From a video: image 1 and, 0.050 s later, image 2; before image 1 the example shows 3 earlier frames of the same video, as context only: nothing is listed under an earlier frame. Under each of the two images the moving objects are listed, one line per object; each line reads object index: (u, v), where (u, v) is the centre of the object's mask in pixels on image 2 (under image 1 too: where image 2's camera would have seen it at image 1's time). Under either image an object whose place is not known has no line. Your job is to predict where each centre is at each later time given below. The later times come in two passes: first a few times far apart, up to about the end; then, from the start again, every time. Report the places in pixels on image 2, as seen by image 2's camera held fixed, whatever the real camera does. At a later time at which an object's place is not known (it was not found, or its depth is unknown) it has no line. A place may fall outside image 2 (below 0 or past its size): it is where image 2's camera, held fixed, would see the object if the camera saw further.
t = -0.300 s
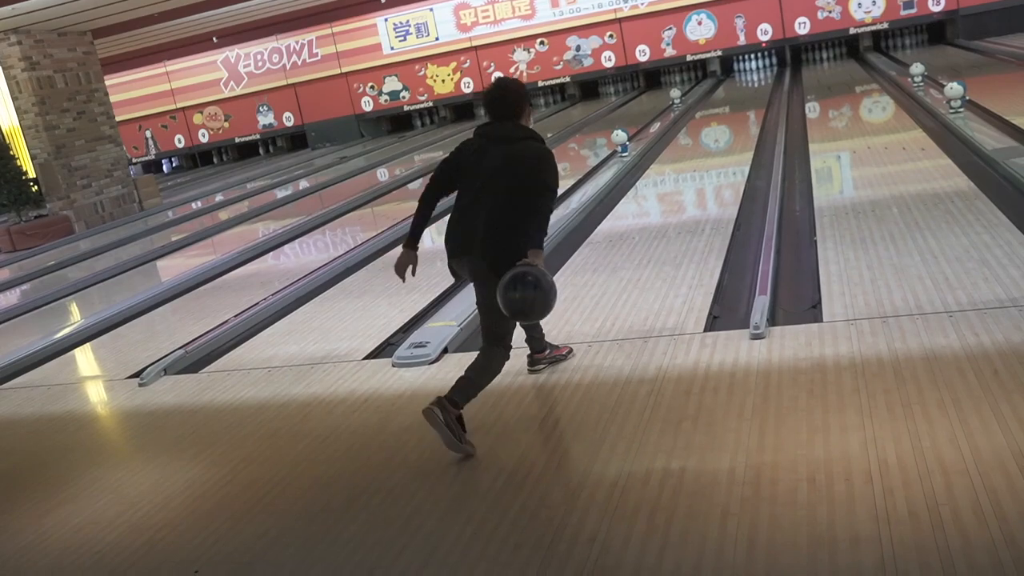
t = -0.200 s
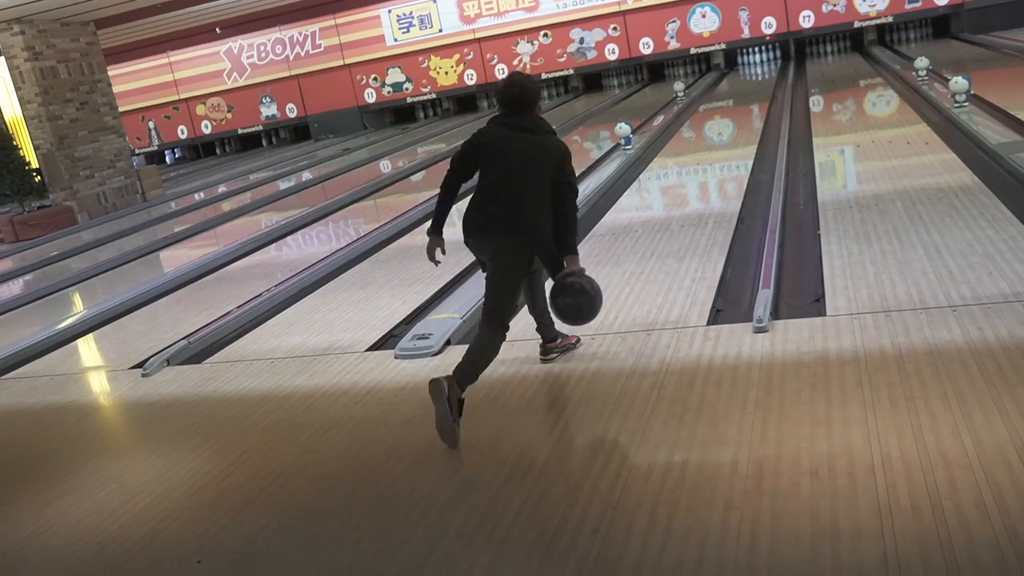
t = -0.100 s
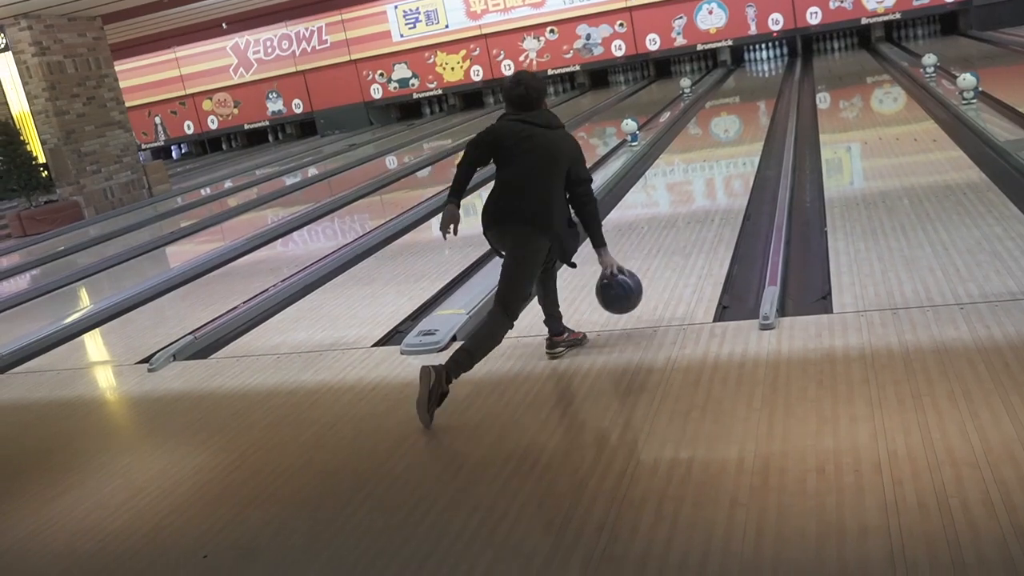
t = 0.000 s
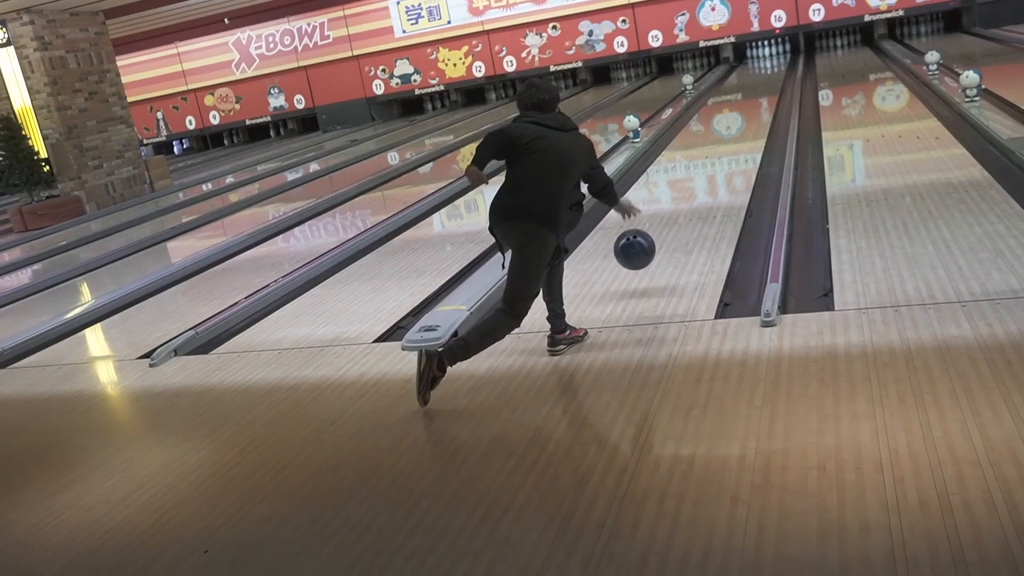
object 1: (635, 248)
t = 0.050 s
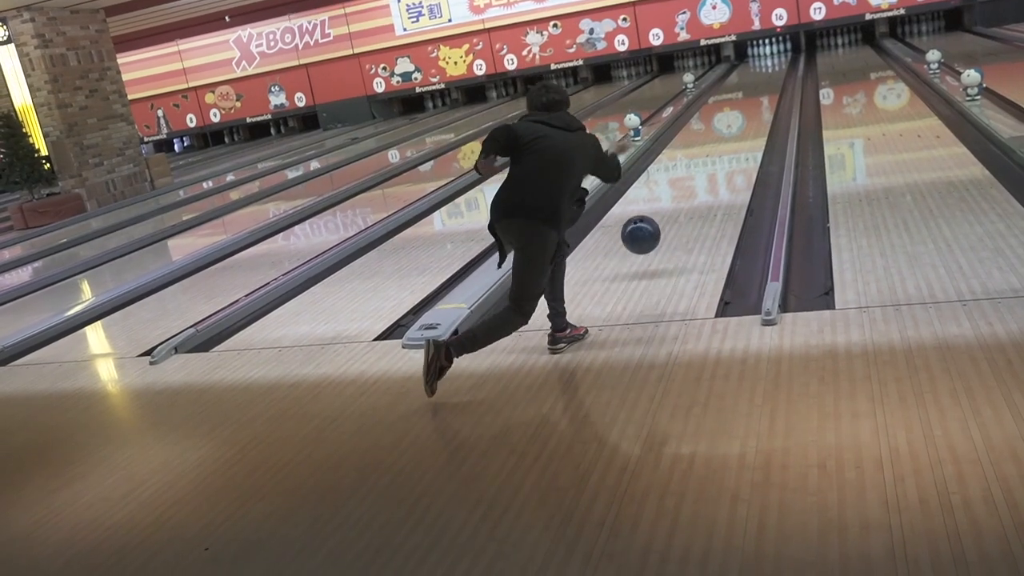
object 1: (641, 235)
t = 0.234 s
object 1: (659, 213)
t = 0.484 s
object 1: (673, 176)
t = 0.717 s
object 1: (682, 150)
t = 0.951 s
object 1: (689, 131)
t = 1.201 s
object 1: (694, 116)
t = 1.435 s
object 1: (699, 104)
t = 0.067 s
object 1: (643, 231)
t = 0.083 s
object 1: (644, 229)
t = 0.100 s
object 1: (646, 227)
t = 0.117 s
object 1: (648, 225)
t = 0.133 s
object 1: (650, 224)
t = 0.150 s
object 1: (652, 224)
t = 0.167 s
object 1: (654, 224)
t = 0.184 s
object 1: (655, 224)
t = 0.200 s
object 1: (657, 222)
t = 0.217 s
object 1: (658, 218)
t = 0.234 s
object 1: (659, 213)
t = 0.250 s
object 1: (660, 210)
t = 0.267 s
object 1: (661, 207)
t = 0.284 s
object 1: (662, 204)
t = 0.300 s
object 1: (663, 202)
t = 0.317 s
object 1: (664, 200)
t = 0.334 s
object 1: (666, 198)
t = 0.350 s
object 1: (666, 195)
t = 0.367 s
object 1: (667, 192)
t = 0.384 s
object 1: (668, 190)
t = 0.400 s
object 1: (669, 188)
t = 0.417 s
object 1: (670, 185)
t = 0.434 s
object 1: (671, 183)
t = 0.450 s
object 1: (671, 181)
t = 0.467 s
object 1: (672, 178)
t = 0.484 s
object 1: (673, 176)
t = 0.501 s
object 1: (674, 174)
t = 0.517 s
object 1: (674, 172)
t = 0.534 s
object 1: (675, 170)
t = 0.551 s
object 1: (676, 168)
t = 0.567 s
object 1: (677, 166)
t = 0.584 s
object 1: (677, 164)
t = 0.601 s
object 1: (678, 162)
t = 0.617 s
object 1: (679, 160)
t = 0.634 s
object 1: (679, 159)
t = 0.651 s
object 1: (680, 157)
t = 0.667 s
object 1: (680, 155)
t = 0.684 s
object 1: (681, 154)
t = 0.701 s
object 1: (682, 152)
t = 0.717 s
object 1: (682, 150)
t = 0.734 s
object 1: (683, 149)
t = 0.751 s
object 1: (683, 147)
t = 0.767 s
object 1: (684, 146)
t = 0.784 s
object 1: (684, 144)
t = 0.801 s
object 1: (685, 143)
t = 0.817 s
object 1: (685, 142)
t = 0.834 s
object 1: (686, 140)
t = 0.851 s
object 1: (686, 139)
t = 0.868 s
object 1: (687, 138)
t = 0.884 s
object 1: (687, 137)
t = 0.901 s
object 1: (688, 135)
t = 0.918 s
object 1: (688, 134)
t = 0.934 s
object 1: (688, 133)
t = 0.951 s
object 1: (689, 131)
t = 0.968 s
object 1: (690, 130)
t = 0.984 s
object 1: (690, 129)
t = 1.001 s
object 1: (691, 128)
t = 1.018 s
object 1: (691, 126)
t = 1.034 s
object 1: (691, 126)
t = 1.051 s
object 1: (692, 125)
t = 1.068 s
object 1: (692, 124)
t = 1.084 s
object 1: (692, 123)
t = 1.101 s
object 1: (692, 122)
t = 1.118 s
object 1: (693, 120)
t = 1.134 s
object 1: (693, 119)
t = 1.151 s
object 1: (693, 119)
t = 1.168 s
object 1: (693, 118)
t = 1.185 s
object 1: (694, 117)
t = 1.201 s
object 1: (694, 116)
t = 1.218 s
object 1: (695, 115)
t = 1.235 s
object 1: (695, 114)
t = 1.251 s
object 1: (695, 113)
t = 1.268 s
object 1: (696, 113)
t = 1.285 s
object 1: (696, 112)
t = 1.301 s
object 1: (696, 111)
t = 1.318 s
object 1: (697, 110)
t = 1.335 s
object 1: (697, 109)
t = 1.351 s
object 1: (697, 108)
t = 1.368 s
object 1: (697, 107)
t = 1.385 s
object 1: (697, 107)
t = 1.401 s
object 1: (698, 106)
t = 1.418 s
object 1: (699, 105)
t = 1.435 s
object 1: (699, 104)
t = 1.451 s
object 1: (699, 103)
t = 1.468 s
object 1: (699, 103)
